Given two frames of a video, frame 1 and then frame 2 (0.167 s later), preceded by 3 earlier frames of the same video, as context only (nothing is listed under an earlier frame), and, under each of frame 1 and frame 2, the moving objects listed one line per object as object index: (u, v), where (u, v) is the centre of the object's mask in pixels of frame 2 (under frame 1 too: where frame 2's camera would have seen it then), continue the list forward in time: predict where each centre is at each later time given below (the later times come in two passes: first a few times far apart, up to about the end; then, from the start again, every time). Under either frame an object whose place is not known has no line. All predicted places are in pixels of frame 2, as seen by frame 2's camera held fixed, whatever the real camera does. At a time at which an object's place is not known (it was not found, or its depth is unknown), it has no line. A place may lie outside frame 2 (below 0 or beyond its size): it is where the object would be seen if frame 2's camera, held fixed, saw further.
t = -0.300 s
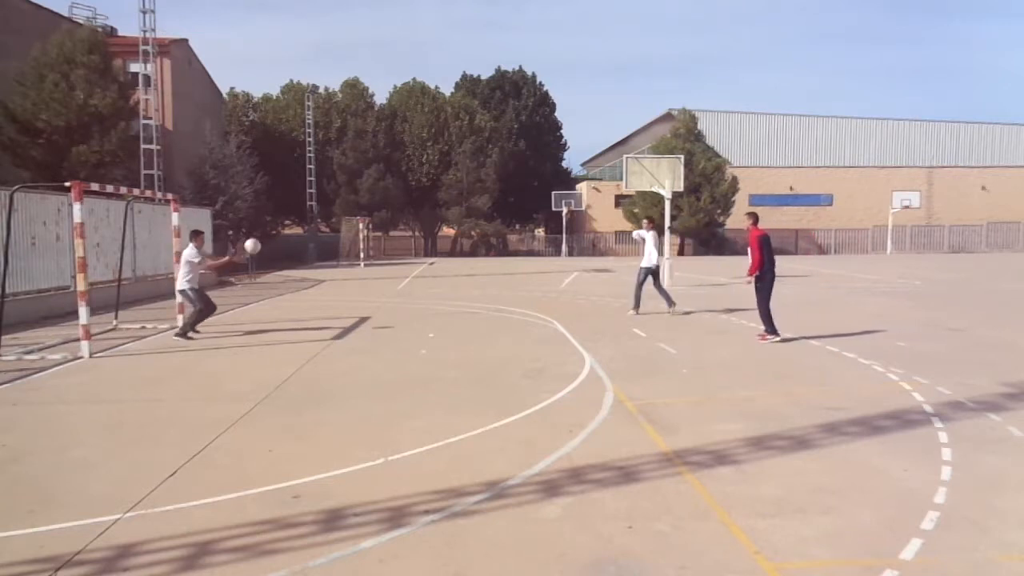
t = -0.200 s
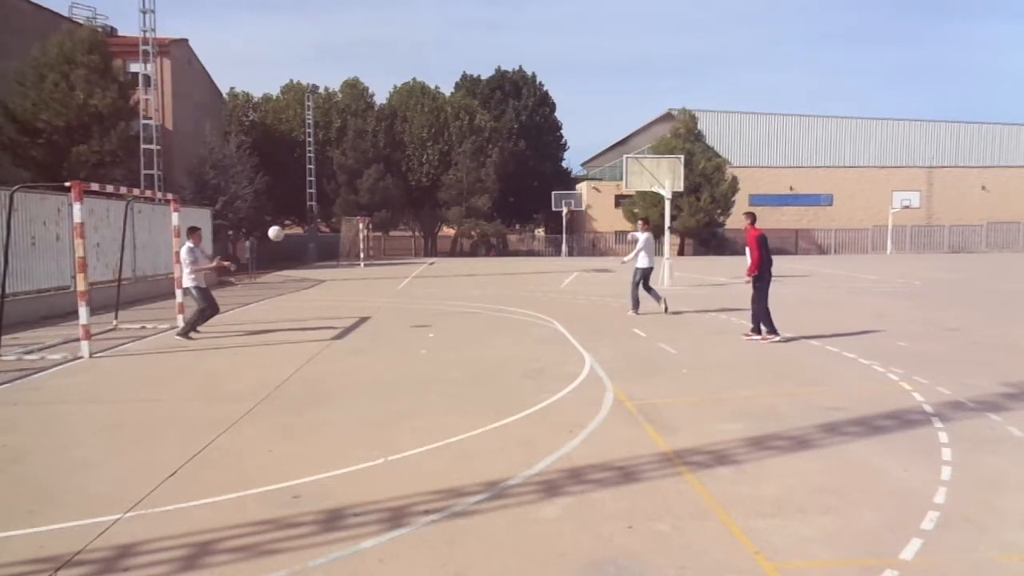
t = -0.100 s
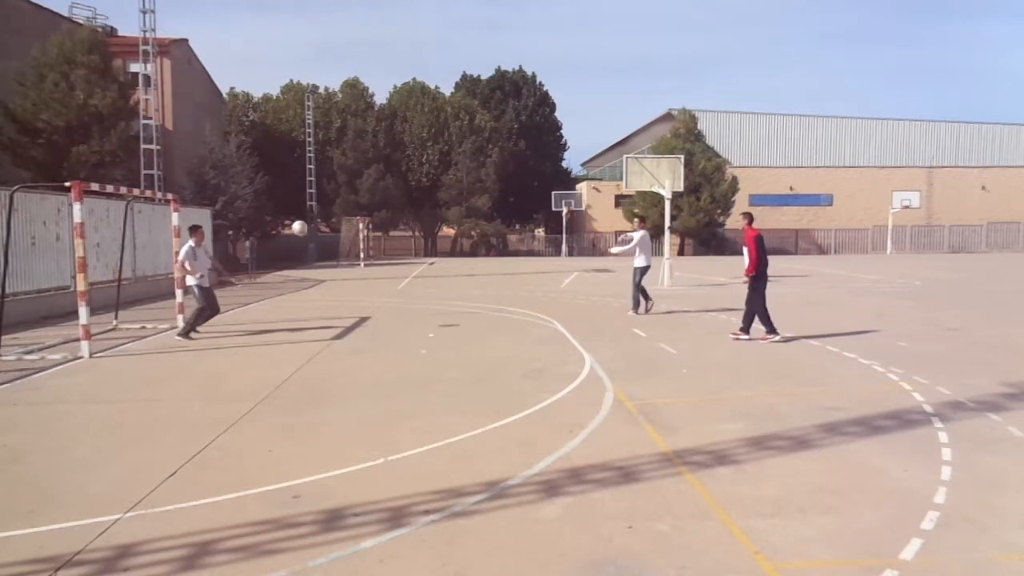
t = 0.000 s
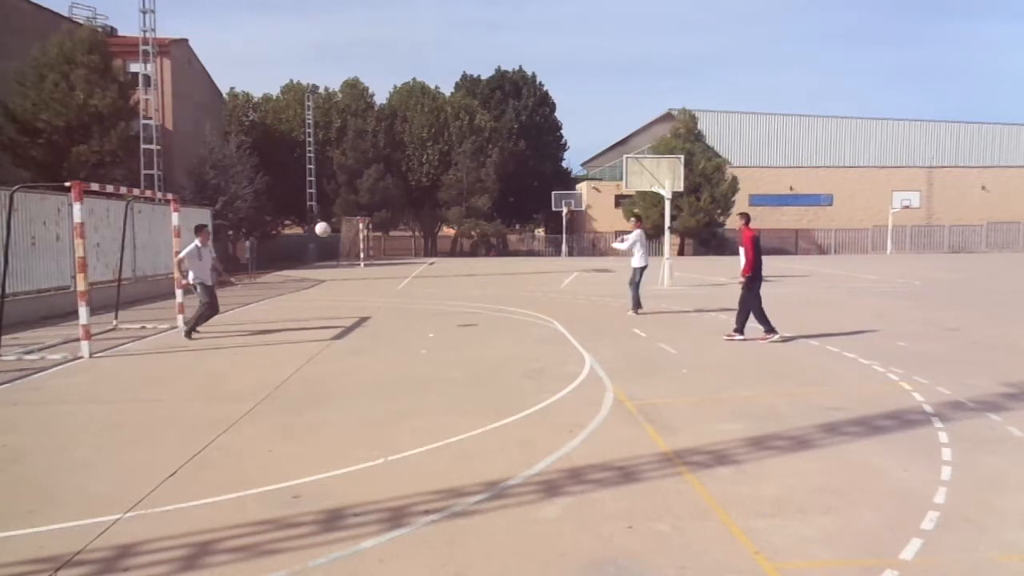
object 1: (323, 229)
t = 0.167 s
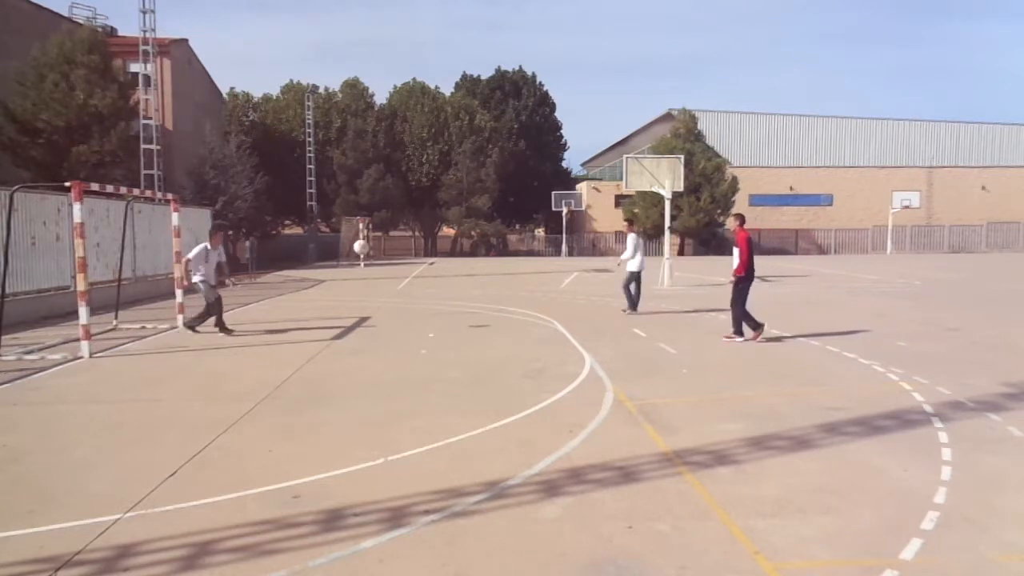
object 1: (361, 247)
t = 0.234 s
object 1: (376, 259)
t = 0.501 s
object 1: (432, 322)
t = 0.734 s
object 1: (467, 285)
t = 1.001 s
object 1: (507, 288)
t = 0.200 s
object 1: (368, 253)
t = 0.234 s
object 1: (376, 259)
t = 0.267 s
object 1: (383, 266)
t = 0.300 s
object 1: (390, 274)
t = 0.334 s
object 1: (397, 283)
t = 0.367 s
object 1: (404, 292)
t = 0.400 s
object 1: (412, 302)
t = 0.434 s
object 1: (419, 313)
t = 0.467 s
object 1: (426, 325)
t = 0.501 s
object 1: (432, 322)
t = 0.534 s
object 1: (437, 314)
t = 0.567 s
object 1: (442, 307)
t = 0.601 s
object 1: (447, 302)
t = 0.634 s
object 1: (452, 296)
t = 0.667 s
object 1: (457, 291)
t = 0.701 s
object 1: (462, 288)
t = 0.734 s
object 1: (467, 285)
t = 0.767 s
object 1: (473, 283)
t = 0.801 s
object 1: (478, 282)
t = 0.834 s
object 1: (482, 281)
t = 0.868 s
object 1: (487, 281)
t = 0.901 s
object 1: (492, 281)
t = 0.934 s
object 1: (498, 282)
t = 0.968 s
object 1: (503, 285)
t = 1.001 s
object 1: (507, 288)
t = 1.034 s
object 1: (512, 292)
